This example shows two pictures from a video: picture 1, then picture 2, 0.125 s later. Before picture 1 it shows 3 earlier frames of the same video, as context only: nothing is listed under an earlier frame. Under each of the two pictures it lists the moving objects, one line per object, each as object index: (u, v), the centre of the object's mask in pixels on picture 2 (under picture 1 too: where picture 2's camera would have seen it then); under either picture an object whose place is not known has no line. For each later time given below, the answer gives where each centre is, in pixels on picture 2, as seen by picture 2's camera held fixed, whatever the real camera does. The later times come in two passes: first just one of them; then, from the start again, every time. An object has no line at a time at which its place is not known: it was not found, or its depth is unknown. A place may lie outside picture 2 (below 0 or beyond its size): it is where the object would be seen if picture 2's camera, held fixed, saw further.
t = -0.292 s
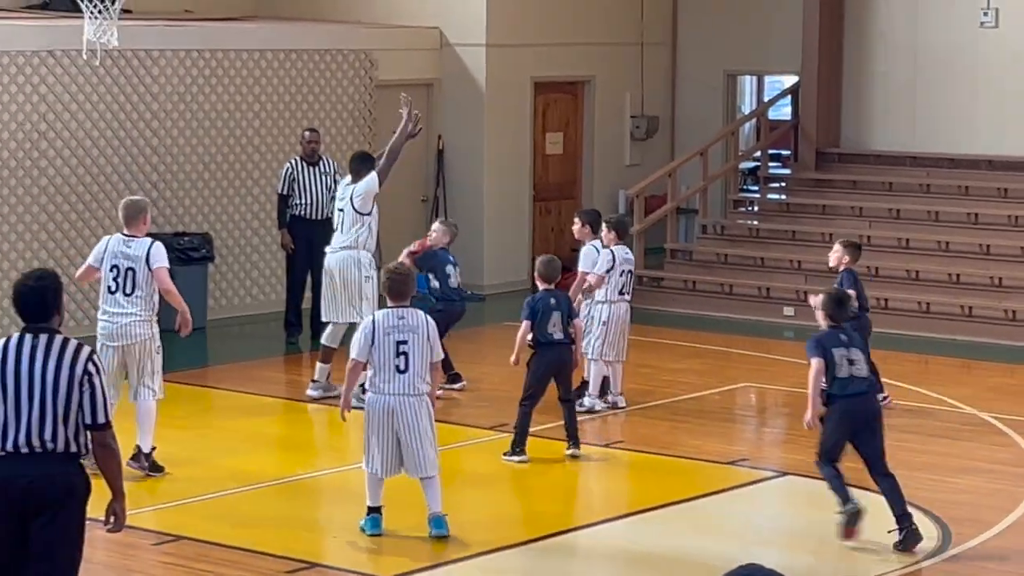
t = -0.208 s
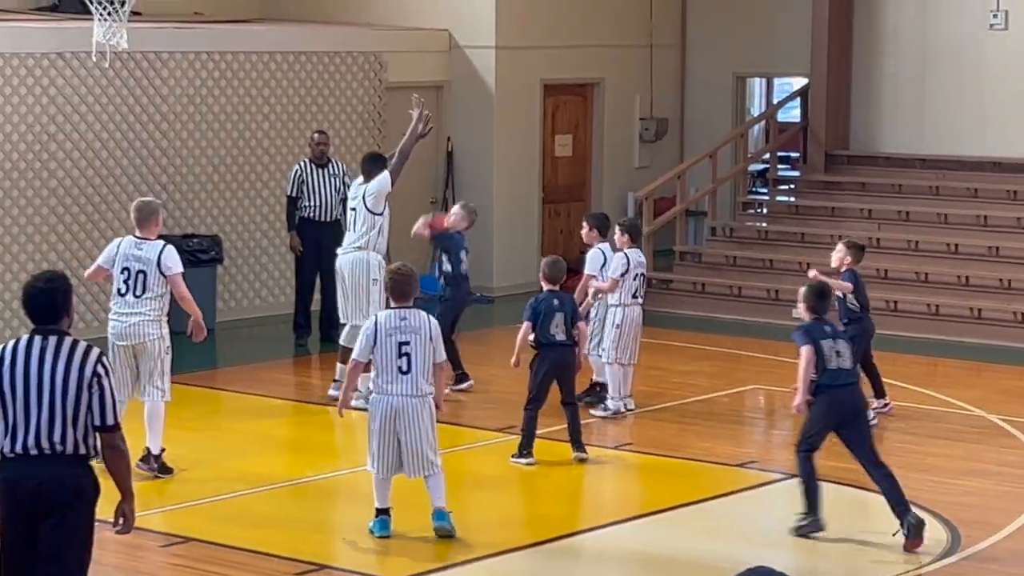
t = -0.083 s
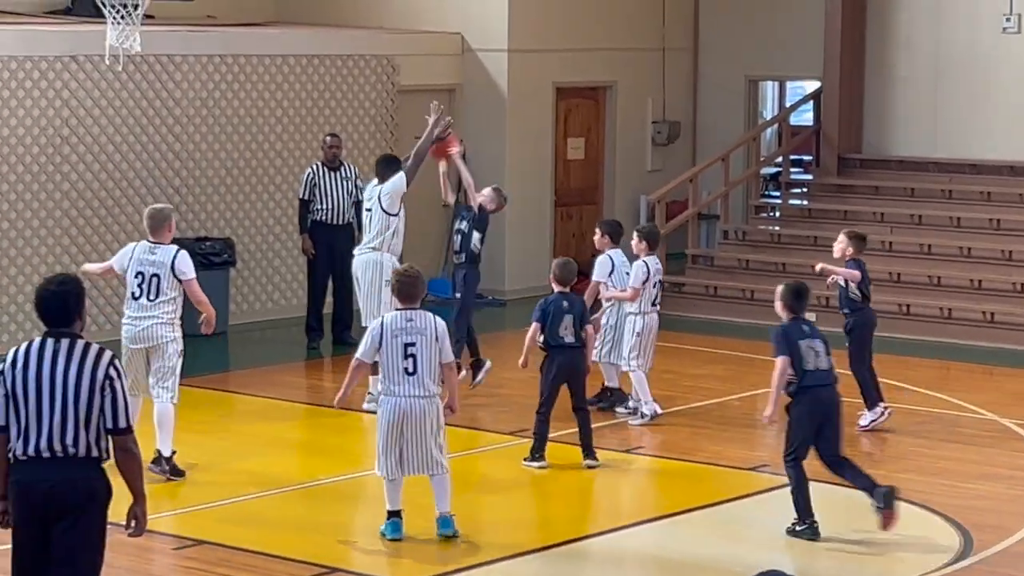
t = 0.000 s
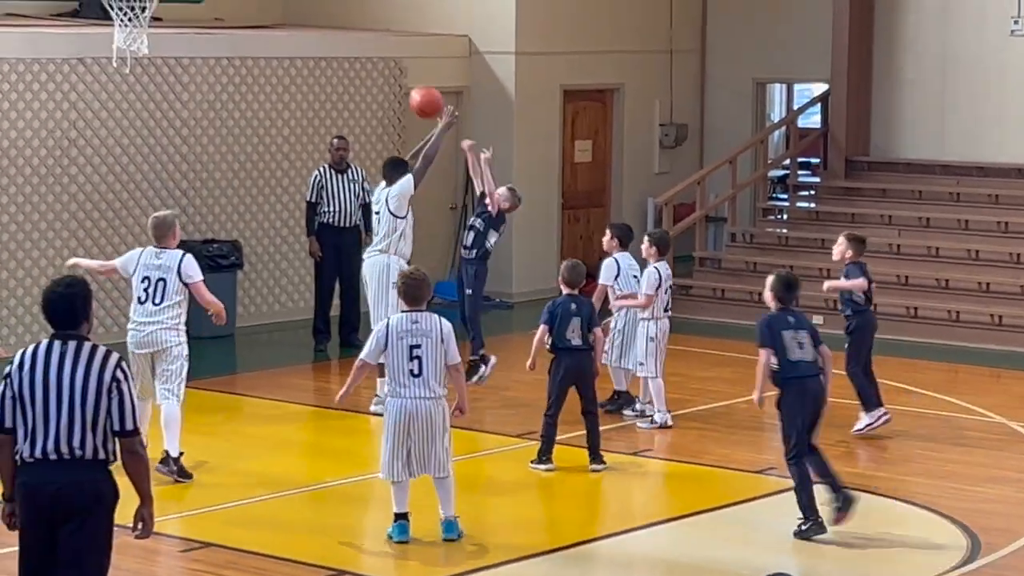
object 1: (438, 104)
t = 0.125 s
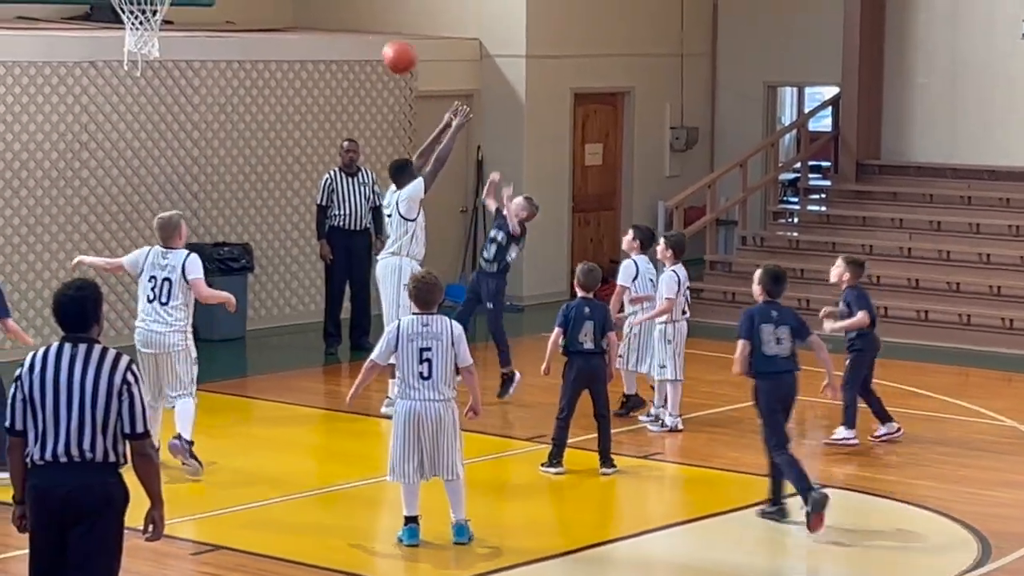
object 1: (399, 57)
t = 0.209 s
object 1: (372, 36)
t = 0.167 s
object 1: (386, 45)
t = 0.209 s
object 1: (372, 36)
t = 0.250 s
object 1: (359, 30)
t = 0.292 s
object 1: (347, 25)
